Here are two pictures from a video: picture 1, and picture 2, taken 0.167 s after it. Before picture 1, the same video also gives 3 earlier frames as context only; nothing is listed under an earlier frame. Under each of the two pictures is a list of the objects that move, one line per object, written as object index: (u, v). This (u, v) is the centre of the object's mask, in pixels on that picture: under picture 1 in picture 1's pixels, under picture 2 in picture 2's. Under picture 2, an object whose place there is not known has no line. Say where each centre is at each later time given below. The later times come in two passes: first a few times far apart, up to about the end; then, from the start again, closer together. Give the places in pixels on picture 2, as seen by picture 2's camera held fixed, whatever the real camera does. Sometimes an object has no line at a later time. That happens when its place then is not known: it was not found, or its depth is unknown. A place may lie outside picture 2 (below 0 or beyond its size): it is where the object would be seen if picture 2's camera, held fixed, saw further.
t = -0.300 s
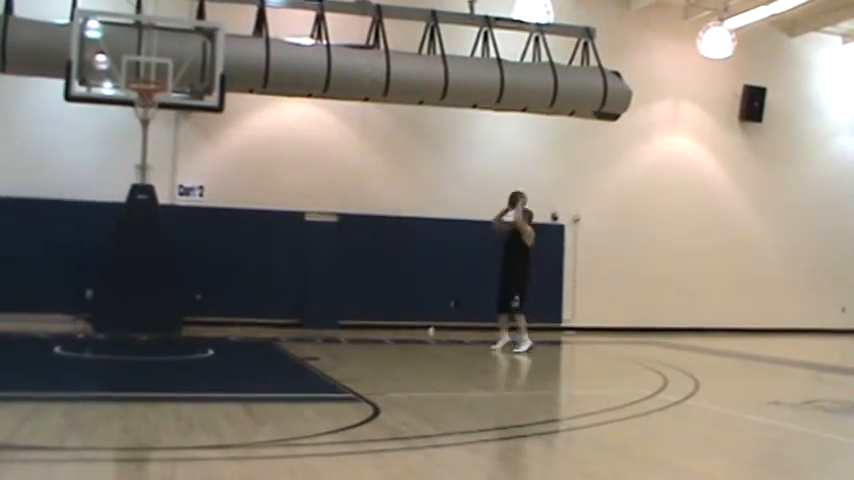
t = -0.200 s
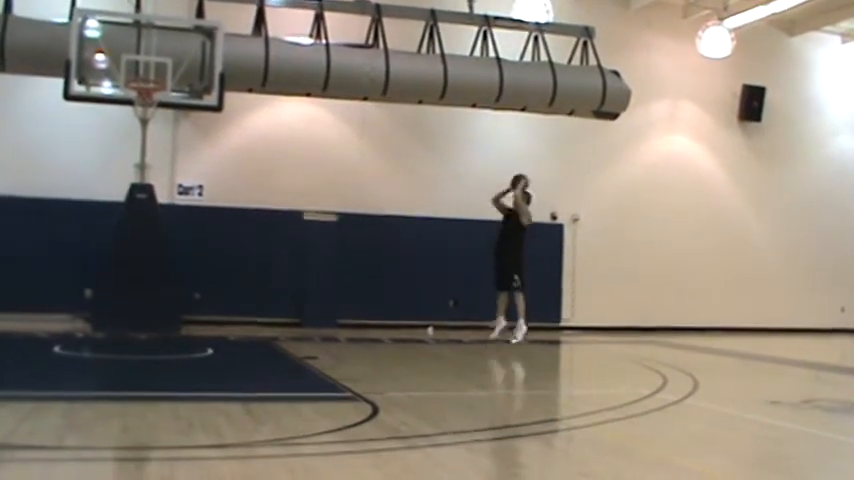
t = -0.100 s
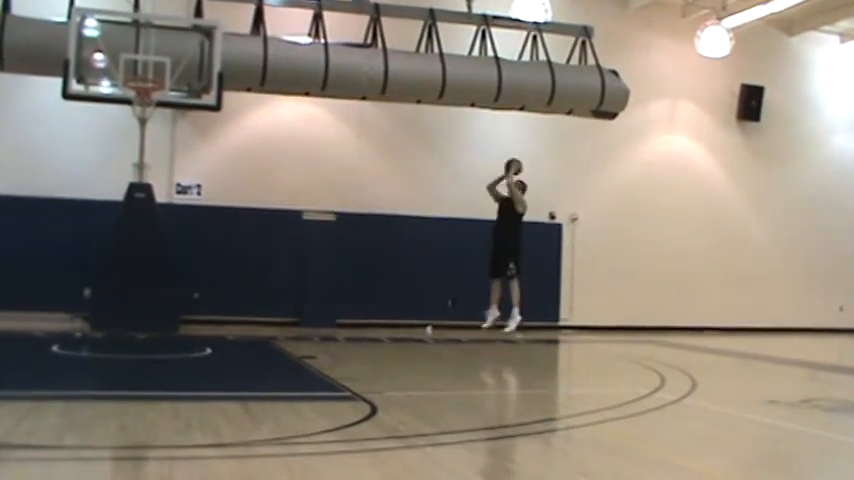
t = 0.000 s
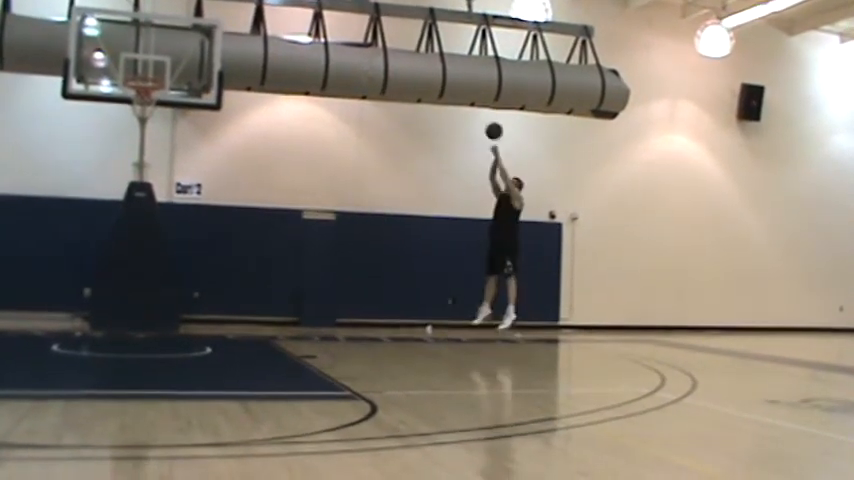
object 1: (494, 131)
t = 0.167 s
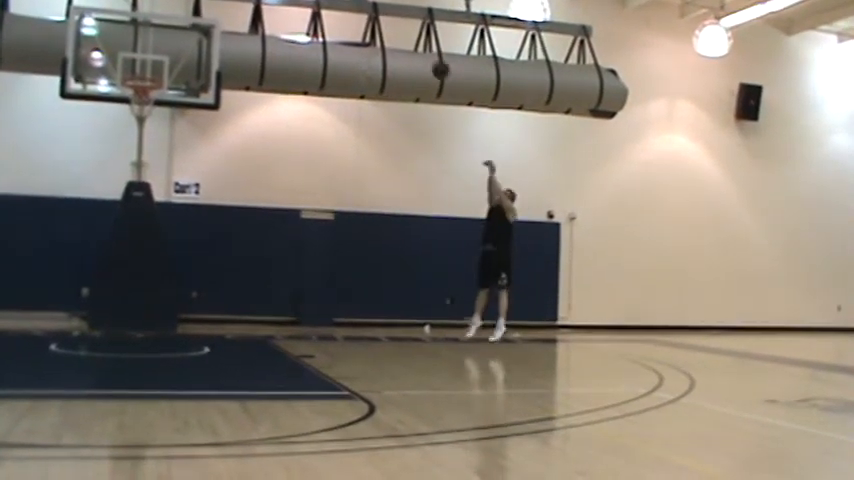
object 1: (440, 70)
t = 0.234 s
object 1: (419, 51)
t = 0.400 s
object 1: (364, 18)
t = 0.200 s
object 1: (429, 60)
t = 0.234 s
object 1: (419, 51)
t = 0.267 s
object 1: (408, 42)
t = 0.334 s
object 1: (387, 28)
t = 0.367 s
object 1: (375, 22)
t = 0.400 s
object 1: (364, 18)
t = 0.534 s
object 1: (321, 6)
